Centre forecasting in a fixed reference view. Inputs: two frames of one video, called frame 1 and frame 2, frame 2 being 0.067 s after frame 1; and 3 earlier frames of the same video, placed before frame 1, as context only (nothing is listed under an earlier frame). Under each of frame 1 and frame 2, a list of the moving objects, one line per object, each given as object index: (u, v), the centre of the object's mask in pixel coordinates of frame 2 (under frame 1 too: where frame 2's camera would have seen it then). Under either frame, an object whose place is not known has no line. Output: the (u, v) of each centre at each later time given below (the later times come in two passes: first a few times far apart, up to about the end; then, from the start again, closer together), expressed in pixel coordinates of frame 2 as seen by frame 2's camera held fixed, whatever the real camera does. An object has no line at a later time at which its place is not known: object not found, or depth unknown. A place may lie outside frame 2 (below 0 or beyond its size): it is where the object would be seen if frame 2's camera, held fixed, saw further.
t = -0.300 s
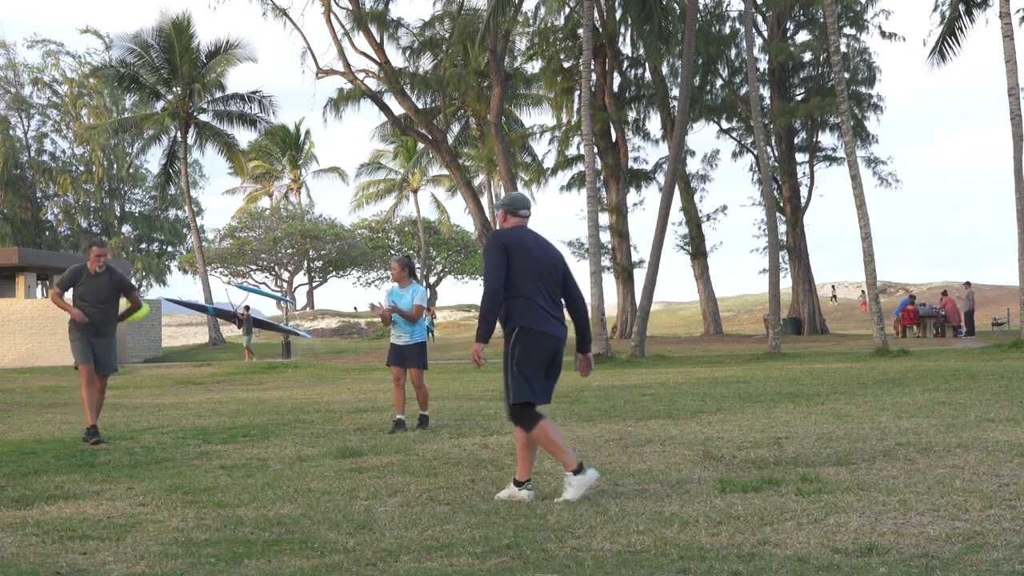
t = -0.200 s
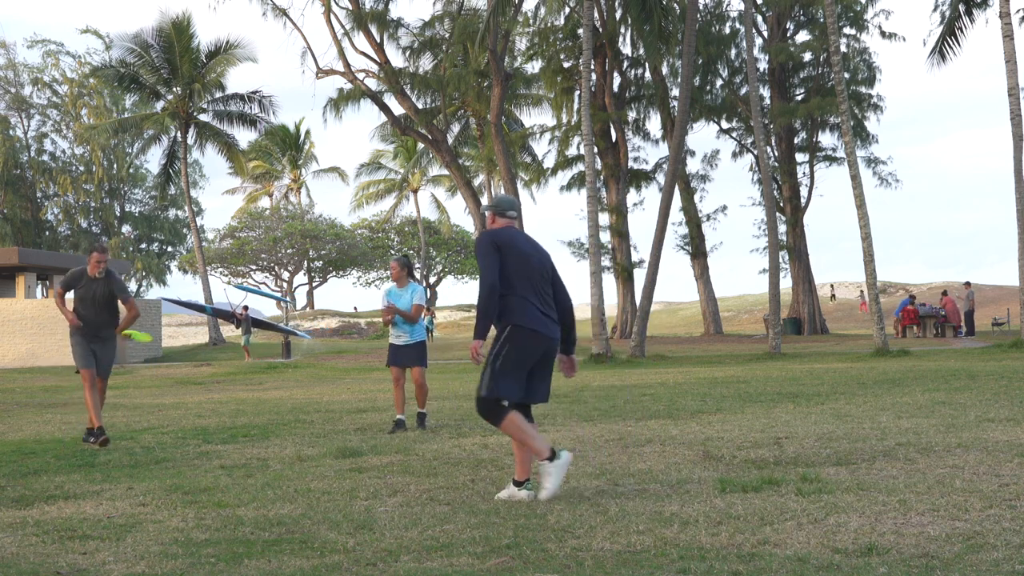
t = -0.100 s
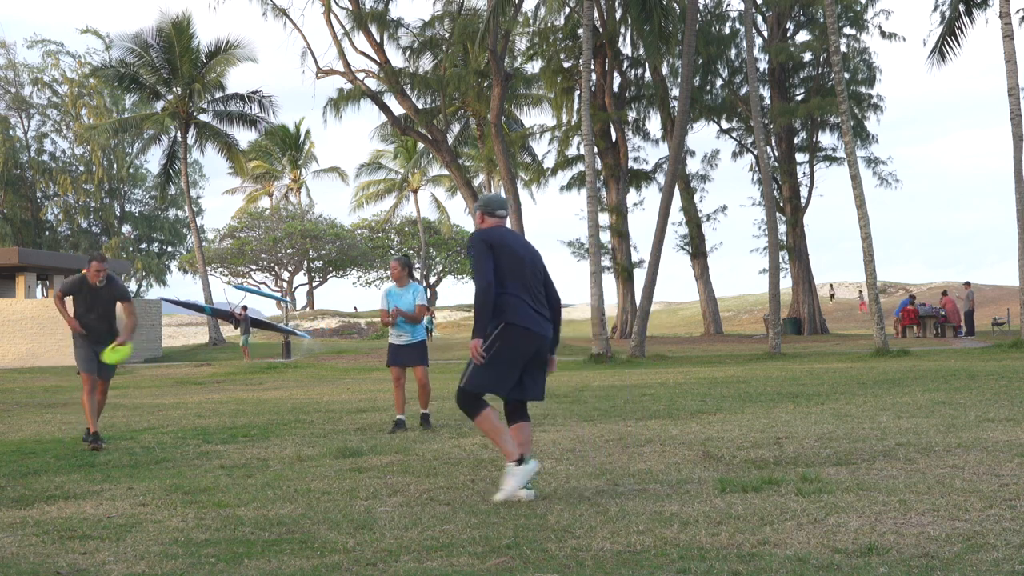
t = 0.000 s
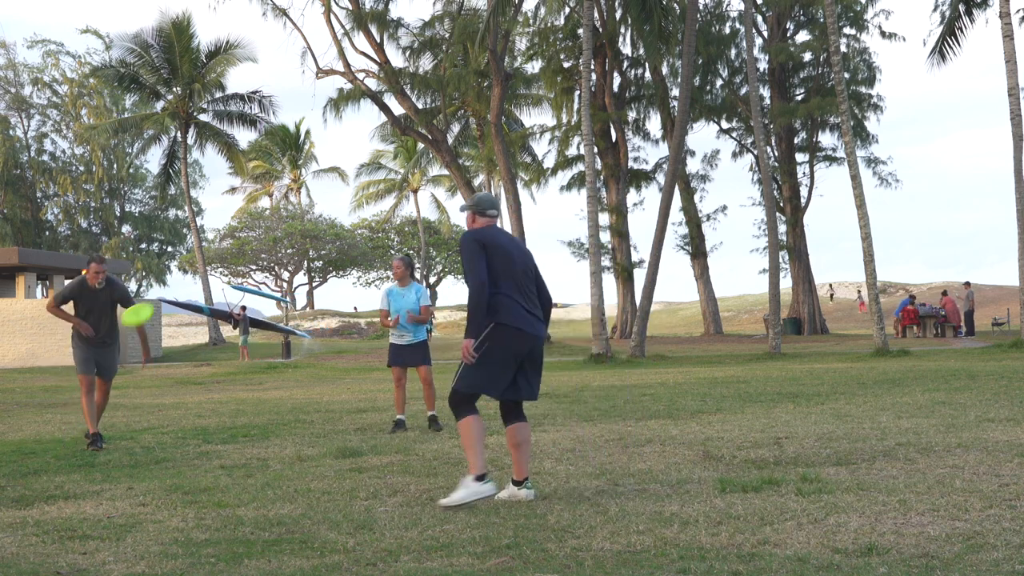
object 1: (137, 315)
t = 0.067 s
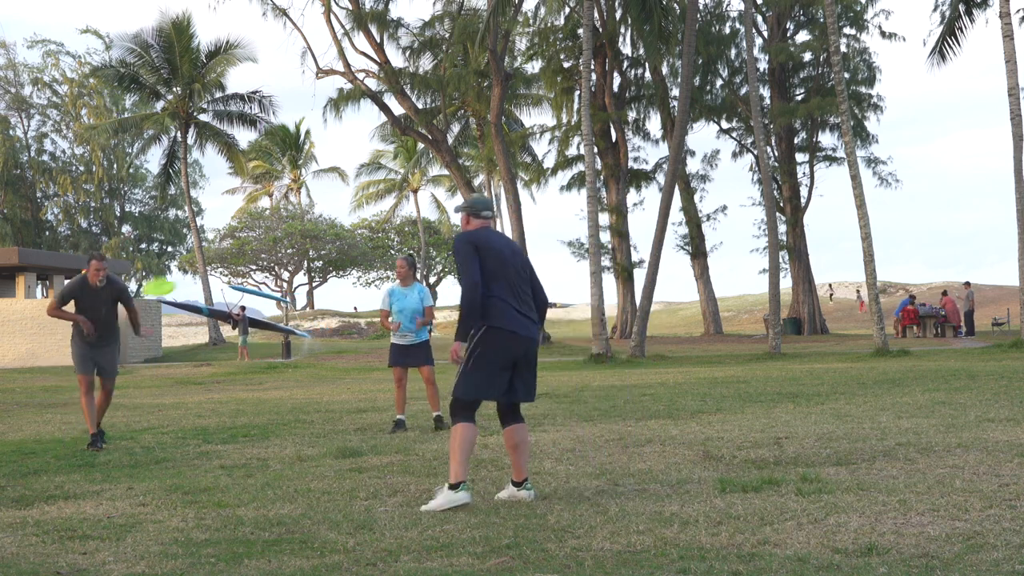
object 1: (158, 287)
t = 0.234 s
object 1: (213, 225)
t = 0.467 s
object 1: (290, 153)
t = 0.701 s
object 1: (366, 107)
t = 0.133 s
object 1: (180, 261)
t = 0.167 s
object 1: (191, 249)
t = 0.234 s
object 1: (213, 225)
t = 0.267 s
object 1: (224, 214)
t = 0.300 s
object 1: (236, 202)
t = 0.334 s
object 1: (247, 191)
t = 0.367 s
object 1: (258, 181)
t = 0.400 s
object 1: (268, 172)
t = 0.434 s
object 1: (279, 162)
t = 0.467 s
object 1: (290, 153)
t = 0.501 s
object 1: (300, 145)
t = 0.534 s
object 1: (311, 137)
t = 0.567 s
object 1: (323, 130)
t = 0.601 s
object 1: (334, 123)
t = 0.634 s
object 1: (345, 117)
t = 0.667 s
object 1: (356, 111)
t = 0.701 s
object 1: (366, 107)
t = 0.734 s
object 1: (378, 103)
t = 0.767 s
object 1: (388, 100)
